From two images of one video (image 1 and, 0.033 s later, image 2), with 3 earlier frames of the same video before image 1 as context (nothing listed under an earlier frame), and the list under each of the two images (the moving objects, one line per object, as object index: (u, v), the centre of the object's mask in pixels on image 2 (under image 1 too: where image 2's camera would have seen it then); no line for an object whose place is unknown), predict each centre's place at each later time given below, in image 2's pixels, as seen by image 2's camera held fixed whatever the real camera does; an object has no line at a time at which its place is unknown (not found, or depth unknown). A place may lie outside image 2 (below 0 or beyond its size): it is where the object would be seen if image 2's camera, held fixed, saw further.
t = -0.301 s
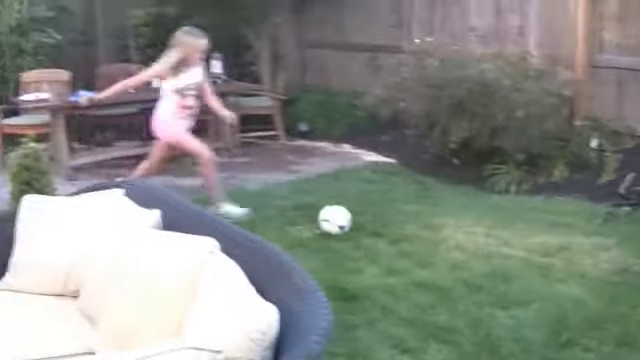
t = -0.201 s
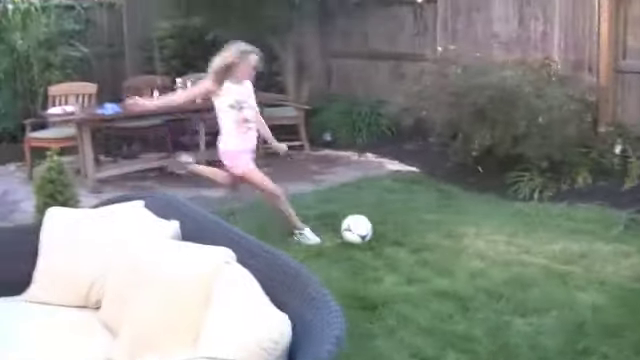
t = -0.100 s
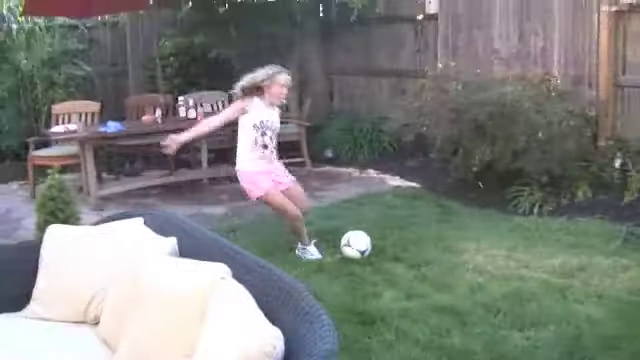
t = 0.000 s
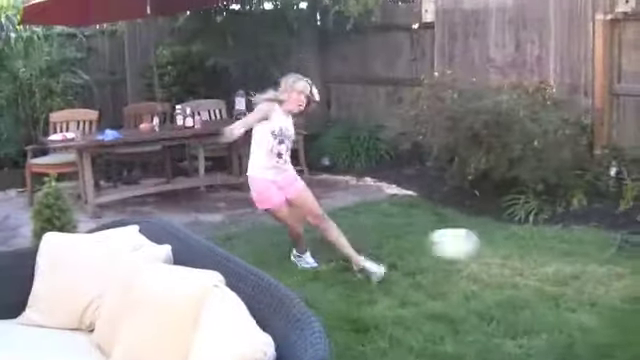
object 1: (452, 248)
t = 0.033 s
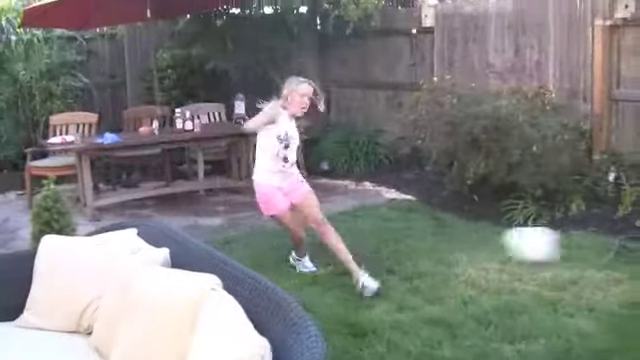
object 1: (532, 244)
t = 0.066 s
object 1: (623, 237)
